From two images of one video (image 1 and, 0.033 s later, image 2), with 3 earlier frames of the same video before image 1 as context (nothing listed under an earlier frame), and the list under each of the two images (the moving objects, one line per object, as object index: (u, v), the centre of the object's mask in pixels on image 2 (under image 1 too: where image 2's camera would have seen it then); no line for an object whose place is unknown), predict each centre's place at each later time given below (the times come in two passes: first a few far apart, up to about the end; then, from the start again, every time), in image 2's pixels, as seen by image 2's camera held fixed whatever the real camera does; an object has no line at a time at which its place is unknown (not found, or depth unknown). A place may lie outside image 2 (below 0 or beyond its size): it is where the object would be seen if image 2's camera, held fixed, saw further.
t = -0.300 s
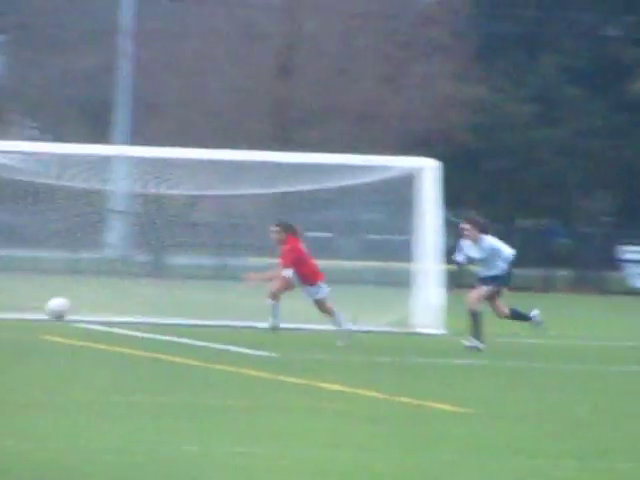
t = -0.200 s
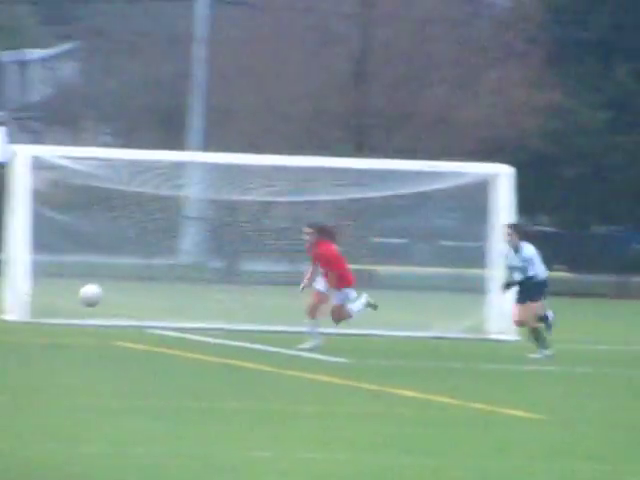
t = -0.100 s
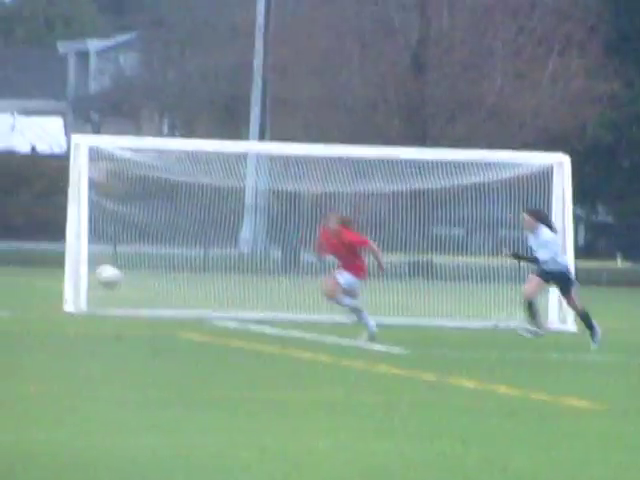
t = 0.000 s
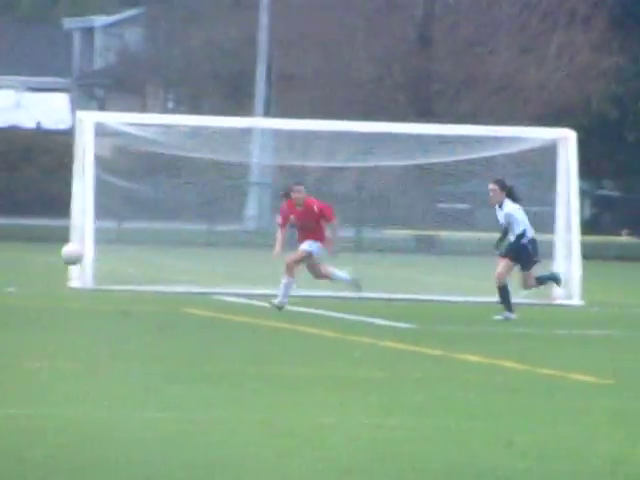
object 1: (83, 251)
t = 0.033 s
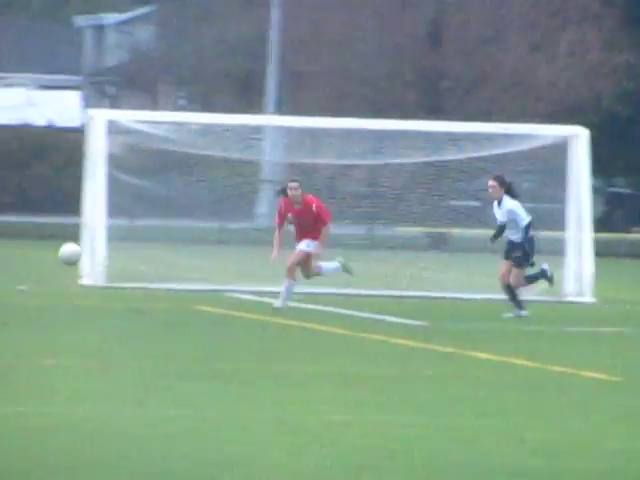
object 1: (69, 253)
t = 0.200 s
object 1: (-2, 282)
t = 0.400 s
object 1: (-89, 274)
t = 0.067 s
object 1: (55, 257)
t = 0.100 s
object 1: (40, 261)
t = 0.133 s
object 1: (26, 268)
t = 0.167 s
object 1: (12, 275)
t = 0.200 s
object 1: (-2, 282)
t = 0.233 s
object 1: (-17, 292)
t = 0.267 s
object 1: (-31, 295)
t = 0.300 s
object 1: (-45, 288)
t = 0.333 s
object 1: (-60, 282)
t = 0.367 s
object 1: (-74, 278)
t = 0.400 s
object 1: (-89, 274)
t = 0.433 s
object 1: (-103, 271)
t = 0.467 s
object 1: (-118, 270)
